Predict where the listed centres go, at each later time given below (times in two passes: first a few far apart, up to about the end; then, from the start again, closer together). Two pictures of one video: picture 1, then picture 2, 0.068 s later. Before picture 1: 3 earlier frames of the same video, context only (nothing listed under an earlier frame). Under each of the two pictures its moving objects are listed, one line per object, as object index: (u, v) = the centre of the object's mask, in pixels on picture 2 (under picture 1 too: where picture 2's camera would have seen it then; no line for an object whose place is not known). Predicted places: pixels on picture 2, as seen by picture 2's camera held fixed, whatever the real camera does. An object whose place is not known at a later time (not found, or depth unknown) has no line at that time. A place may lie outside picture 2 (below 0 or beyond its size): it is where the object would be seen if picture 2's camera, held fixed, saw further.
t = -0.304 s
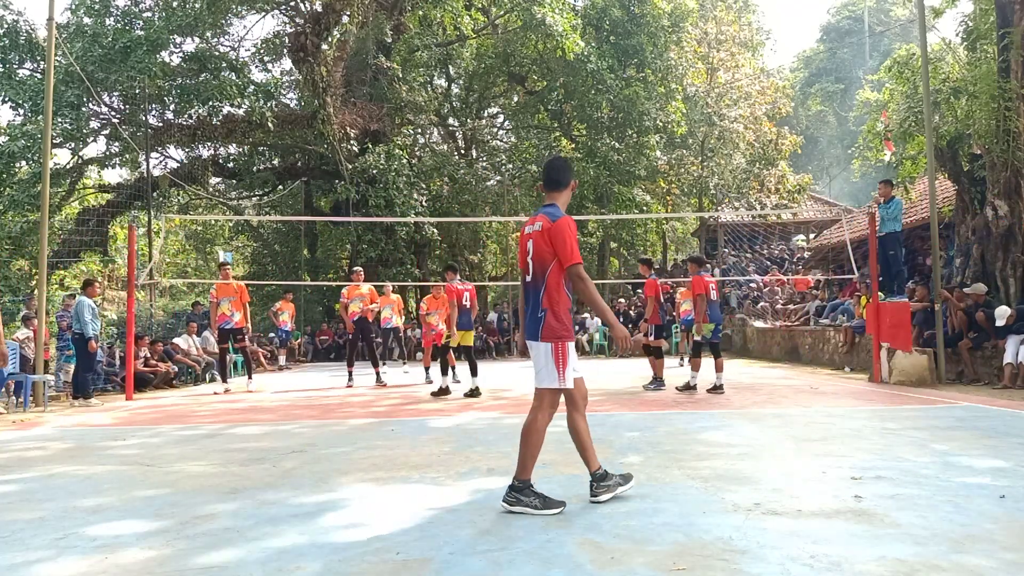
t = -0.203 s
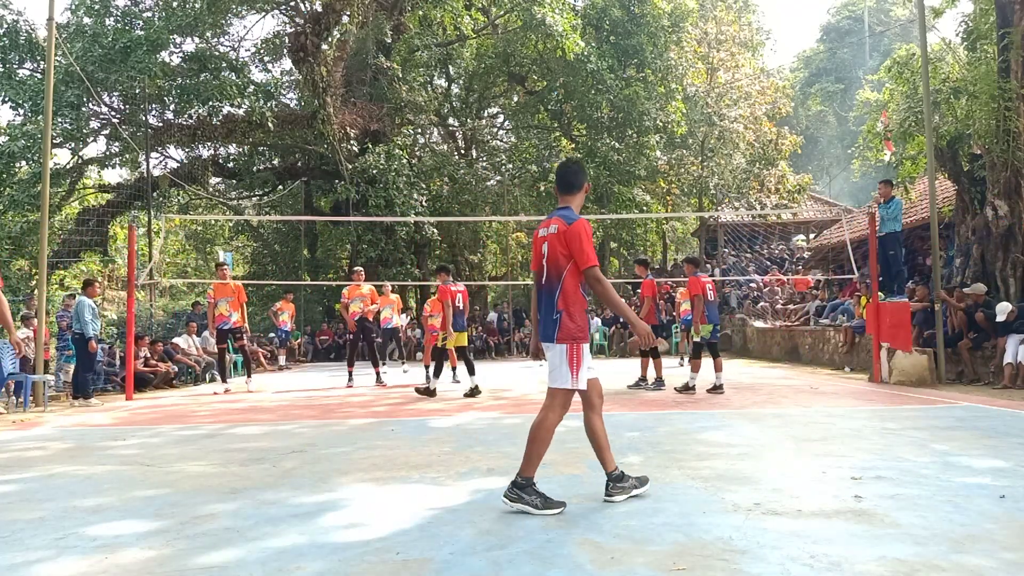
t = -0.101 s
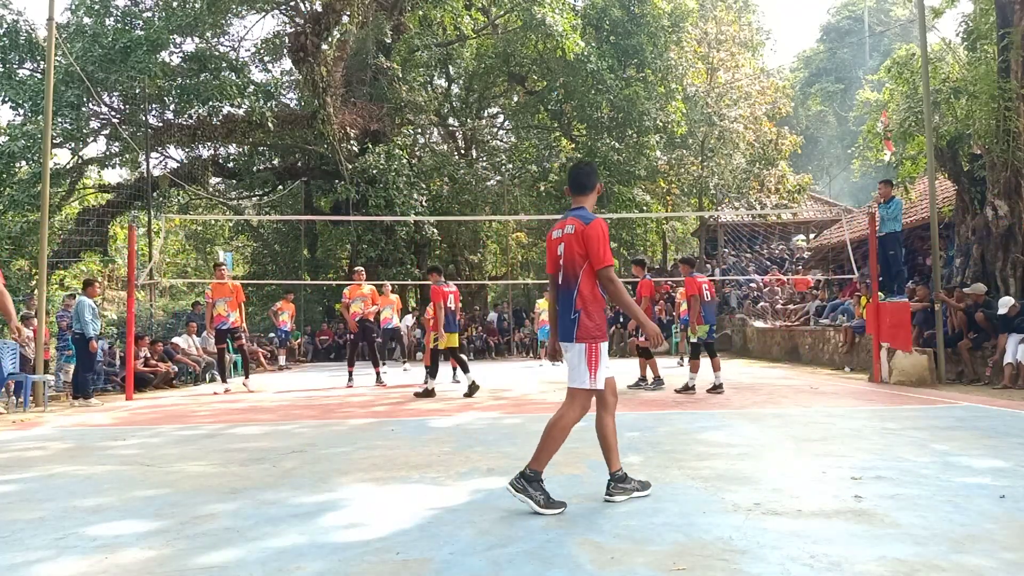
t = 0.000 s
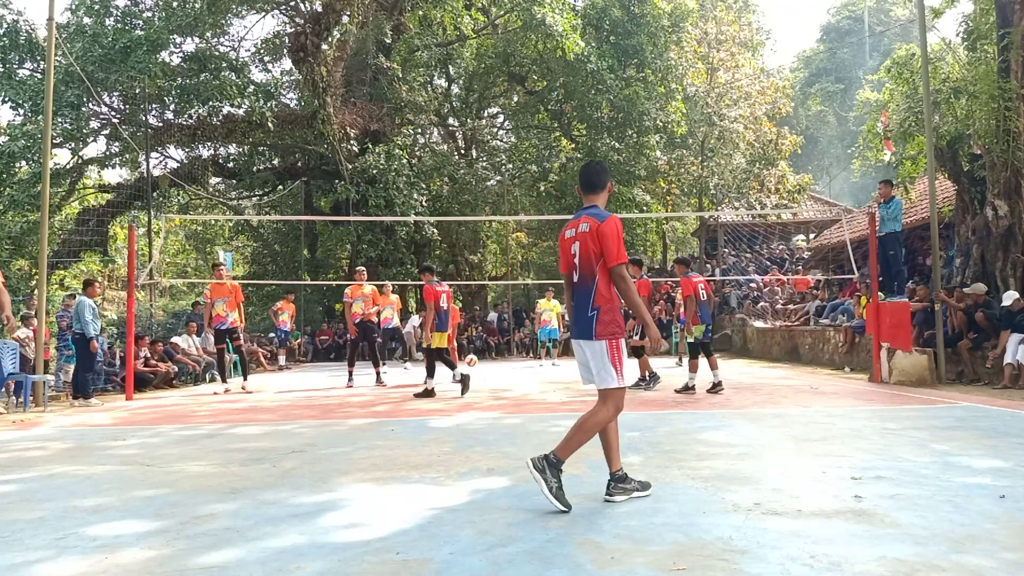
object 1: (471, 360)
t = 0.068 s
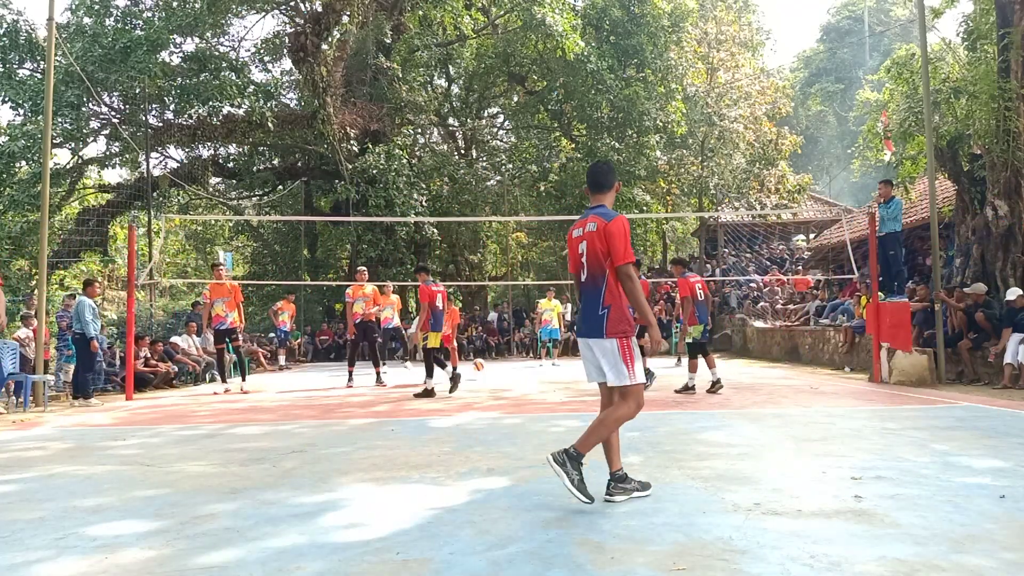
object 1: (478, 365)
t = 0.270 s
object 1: (501, 366)
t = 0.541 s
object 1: (536, 379)
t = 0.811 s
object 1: (580, 384)
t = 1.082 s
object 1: (633, 390)
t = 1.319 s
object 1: (689, 389)
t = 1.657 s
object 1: (796, 405)
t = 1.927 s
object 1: (912, 413)
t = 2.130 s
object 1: (1016, 425)
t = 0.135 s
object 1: (485, 374)
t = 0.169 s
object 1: (489, 374)
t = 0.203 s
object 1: (492, 371)
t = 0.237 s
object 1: (497, 369)
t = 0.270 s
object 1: (501, 366)
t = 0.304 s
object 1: (505, 365)
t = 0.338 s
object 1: (509, 366)
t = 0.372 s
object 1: (514, 367)
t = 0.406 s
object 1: (517, 369)
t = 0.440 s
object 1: (522, 371)
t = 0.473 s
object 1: (526, 375)
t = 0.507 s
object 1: (532, 379)
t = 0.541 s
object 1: (536, 379)
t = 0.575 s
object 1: (541, 376)
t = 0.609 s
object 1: (546, 376)
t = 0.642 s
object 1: (552, 374)
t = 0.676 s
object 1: (557, 374)
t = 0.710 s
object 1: (562, 375)
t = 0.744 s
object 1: (567, 378)
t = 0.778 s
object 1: (574, 381)
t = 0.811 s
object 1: (580, 384)
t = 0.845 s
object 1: (586, 384)
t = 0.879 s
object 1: (591, 383)
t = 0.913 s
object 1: (598, 382)
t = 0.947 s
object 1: (604, 381)
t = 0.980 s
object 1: (611, 381)
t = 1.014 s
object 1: (619, 383)
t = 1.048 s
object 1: (626, 386)
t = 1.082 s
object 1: (633, 390)
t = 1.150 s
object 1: (648, 389)
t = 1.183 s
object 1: (656, 387)
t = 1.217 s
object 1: (664, 386)
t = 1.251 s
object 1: (672, 386)
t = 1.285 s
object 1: (681, 387)
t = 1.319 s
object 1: (689, 389)
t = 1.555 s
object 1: (764, 397)
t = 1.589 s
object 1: (772, 397)
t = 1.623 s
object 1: (783, 401)
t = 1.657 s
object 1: (796, 405)
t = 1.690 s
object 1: (809, 411)
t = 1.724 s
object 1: (823, 417)
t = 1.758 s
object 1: (836, 413)
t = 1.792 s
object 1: (850, 410)
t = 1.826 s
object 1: (864, 409)
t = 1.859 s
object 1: (880, 408)
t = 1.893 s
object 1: (896, 410)
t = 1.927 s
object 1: (912, 413)
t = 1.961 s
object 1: (930, 418)
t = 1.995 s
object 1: (947, 425)
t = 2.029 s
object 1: (966, 433)
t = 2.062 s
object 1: (985, 430)
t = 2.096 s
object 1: (1004, 427)
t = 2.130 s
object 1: (1016, 425)
